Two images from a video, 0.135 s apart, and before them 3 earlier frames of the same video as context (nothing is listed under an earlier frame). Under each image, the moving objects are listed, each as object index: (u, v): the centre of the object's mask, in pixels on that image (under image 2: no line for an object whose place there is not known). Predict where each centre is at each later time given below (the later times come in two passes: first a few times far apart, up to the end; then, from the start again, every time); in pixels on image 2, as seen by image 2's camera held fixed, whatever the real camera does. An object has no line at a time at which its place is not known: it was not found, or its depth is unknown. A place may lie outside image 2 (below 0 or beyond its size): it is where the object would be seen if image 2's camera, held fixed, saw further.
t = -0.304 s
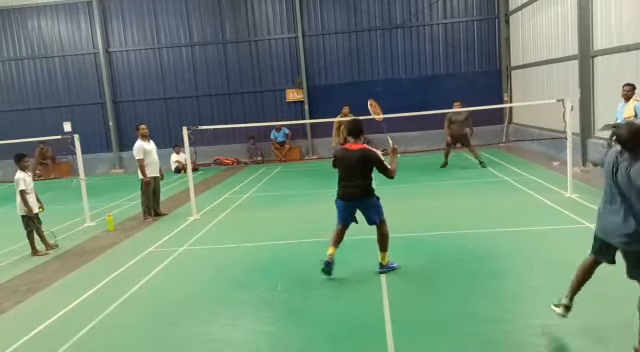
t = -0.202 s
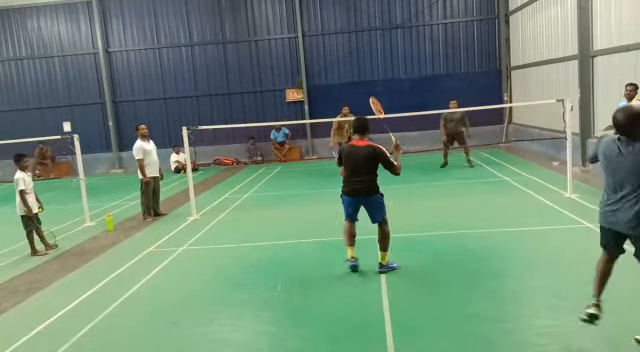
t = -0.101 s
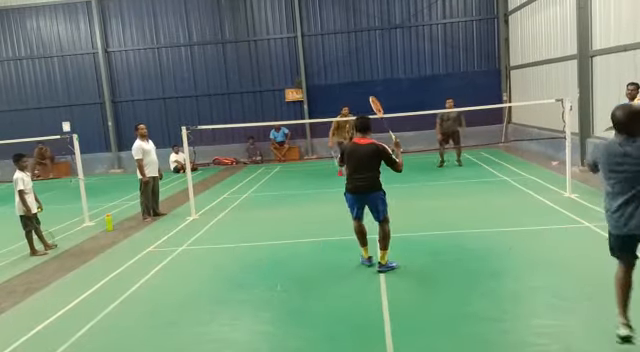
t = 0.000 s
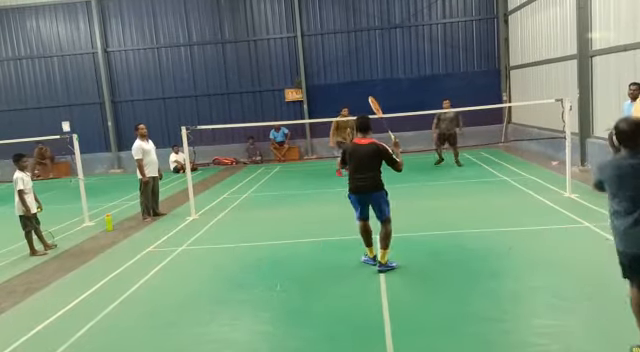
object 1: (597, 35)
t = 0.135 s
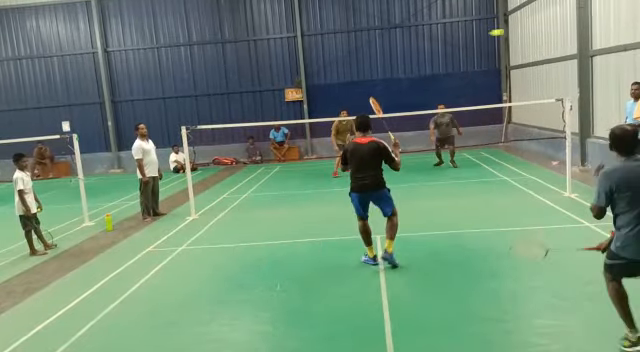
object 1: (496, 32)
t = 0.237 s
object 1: (456, 43)
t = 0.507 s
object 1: (406, 83)
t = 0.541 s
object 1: (402, 89)
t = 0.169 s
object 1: (480, 36)
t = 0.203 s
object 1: (468, 39)
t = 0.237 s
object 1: (456, 43)
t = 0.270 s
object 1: (447, 47)
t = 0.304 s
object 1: (439, 51)
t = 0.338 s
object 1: (431, 56)
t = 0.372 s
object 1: (426, 60)
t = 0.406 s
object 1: (420, 66)
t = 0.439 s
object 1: (415, 72)
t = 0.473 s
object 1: (410, 77)
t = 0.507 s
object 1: (406, 83)
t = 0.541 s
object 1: (402, 89)
